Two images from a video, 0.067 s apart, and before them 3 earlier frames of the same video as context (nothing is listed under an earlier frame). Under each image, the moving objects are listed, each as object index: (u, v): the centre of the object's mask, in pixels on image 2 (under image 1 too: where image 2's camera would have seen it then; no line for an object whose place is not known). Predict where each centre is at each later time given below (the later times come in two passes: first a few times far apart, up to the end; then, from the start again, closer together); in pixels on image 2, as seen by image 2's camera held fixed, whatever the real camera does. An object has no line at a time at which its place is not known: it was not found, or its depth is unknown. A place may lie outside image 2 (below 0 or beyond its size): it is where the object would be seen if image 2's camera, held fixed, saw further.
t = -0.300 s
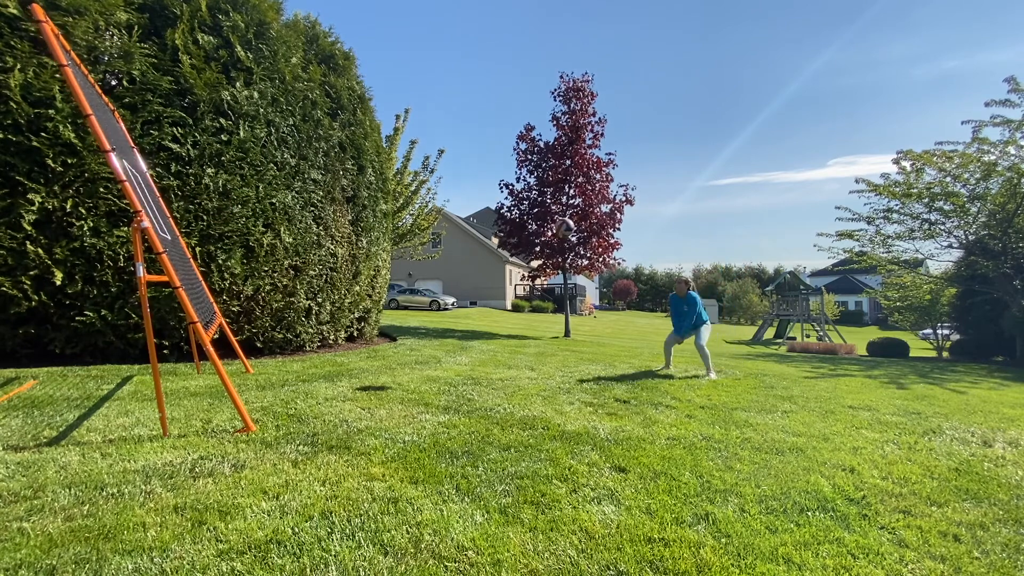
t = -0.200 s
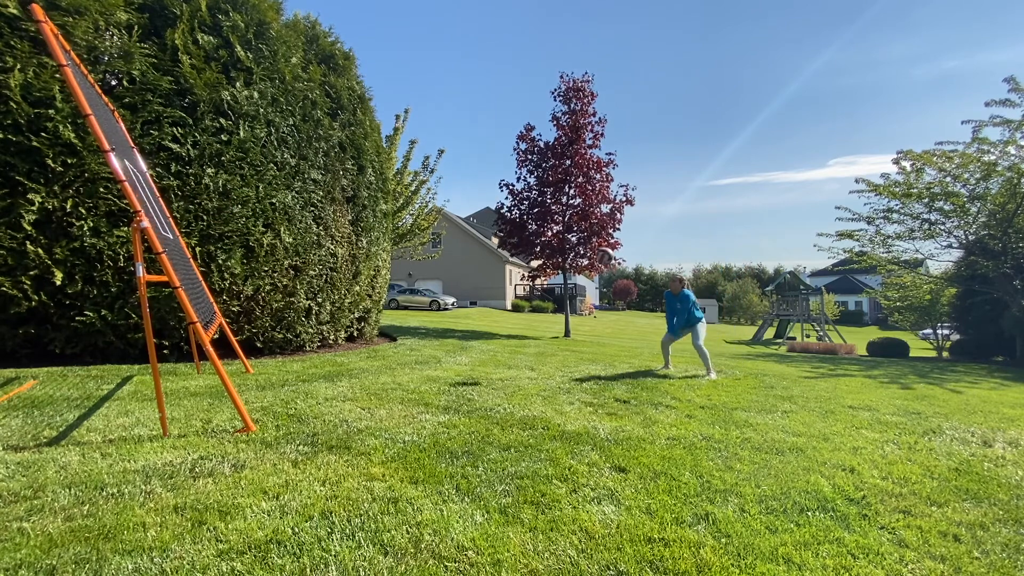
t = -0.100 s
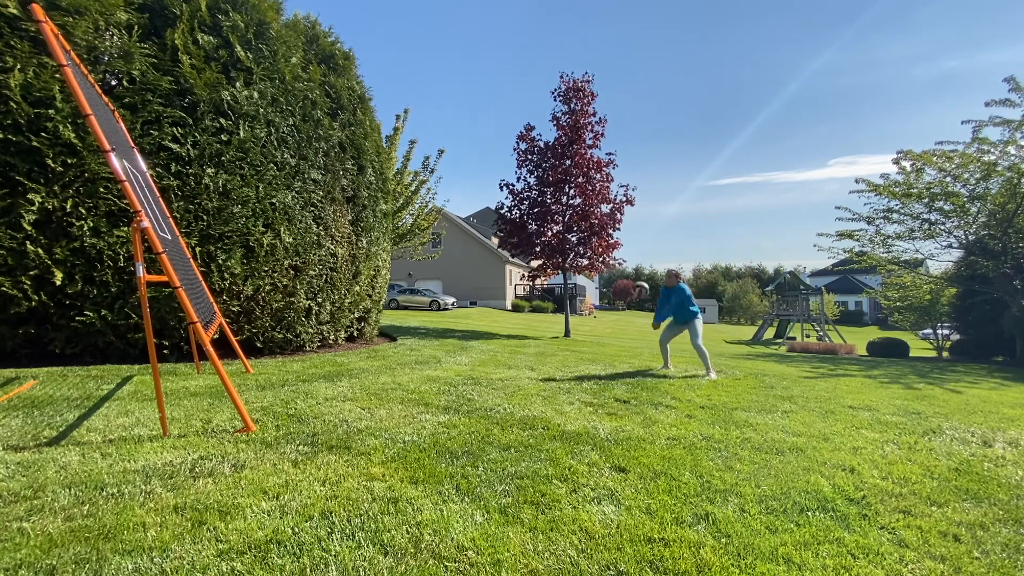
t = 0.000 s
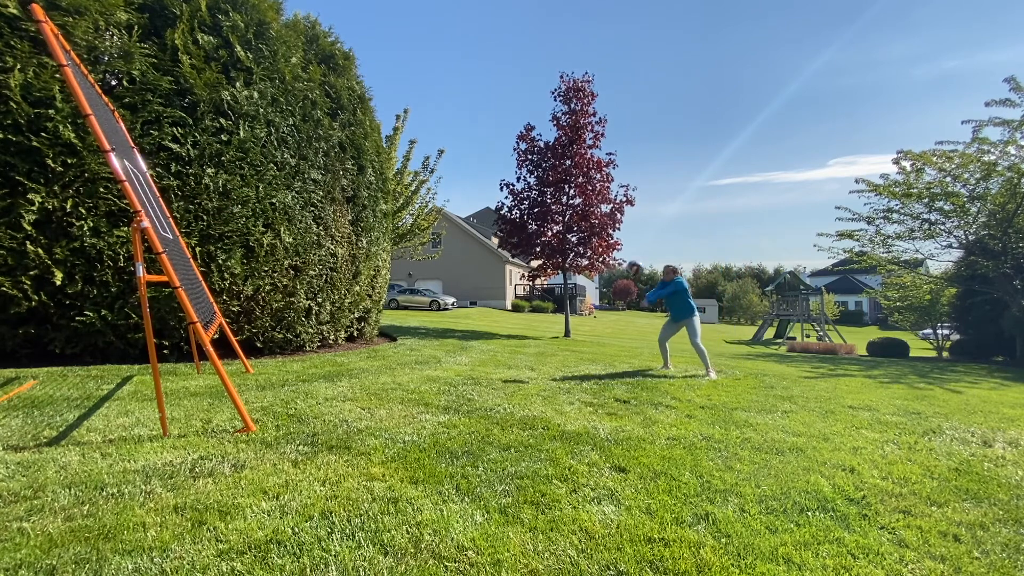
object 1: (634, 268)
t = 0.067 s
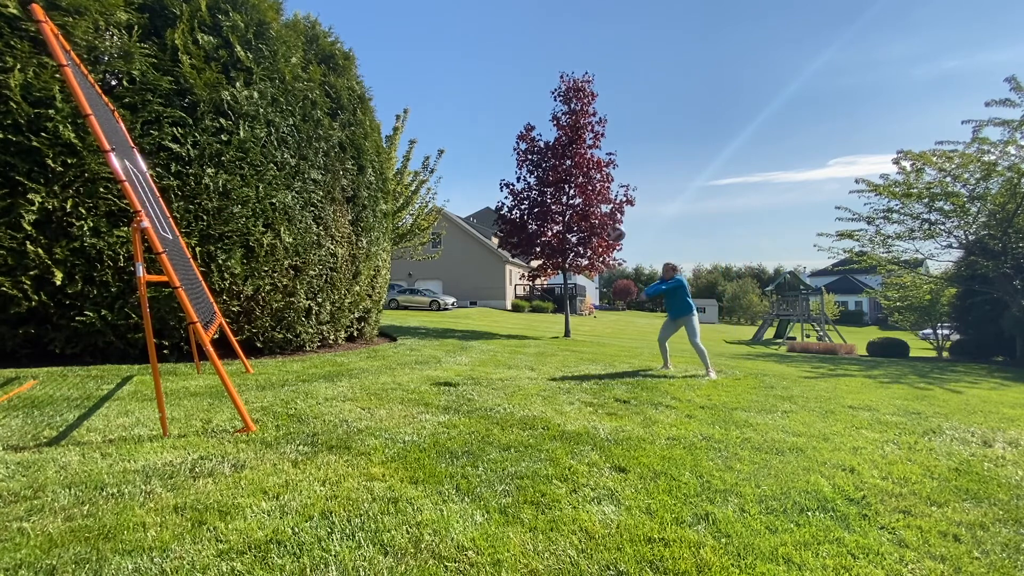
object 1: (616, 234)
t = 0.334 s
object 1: (533, 118)
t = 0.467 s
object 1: (485, 78)
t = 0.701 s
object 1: (390, 42)
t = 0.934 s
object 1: (277, 64)
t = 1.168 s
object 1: (141, 162)
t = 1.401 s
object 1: (274, 214)
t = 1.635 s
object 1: (395, 307)
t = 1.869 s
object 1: (481, 359)
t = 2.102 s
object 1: (540, 332)
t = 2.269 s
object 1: (578, 344)
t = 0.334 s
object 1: (533, 118)
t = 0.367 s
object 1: (522, 107)
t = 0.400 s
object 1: (510, 96)
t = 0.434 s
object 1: (498, 87)
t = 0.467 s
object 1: (485, 78)
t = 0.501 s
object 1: (473, 70)
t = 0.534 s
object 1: (460, 63)
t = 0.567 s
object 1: (447, 56)
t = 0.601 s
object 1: (433, 51)
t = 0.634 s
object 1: (419, 47)
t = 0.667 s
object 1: (405, 44)
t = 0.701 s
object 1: (390, 42)
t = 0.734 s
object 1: (375, 41)
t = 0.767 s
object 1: (360, 42)
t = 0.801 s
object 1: (344, 42)
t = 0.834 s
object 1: (328, 46)
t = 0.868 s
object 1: (312, 51)
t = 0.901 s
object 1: (294, 55)
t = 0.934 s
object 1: (277, 64)
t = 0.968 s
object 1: (259, 72)
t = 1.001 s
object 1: (241, 83)
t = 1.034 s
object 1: (221, 96)
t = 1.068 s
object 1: (201, 109)
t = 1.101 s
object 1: (180, 126)
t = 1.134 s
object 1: (160, 143)
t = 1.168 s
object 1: (141, 162)
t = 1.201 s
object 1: (142, 171)
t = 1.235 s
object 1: (165, 176)
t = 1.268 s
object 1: (189, 182)
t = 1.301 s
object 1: (211, 188)
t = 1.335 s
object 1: (233, 195)
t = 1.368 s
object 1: (255, 204)
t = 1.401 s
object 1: (274, 214)
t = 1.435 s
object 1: (294, 225)
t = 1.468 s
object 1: (313, 236)
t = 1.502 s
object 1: (331, 249)
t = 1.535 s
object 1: (348, 263)
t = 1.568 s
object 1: (365, 277)
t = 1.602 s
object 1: (381, 292)
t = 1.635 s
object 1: (395, 307)
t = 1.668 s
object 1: (410, 323)
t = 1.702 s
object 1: (424, 340)
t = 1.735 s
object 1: (438, 358)
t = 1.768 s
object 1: (452, 377)
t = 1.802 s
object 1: (462, 378)
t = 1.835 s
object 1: (472, 368)
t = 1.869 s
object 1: (481, 359)
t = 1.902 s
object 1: (489, 352)
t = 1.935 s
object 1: (499, 345)
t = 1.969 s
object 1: (507, 340)
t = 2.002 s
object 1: (516, 336)
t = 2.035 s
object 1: (524, 334)
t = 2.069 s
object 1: (532, 332)
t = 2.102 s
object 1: (540, 332)
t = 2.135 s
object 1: (548, 332)
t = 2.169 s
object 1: (556, 334)
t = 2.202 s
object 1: (564, 336)
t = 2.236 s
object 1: (571, 339)
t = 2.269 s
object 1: (578, 344)
